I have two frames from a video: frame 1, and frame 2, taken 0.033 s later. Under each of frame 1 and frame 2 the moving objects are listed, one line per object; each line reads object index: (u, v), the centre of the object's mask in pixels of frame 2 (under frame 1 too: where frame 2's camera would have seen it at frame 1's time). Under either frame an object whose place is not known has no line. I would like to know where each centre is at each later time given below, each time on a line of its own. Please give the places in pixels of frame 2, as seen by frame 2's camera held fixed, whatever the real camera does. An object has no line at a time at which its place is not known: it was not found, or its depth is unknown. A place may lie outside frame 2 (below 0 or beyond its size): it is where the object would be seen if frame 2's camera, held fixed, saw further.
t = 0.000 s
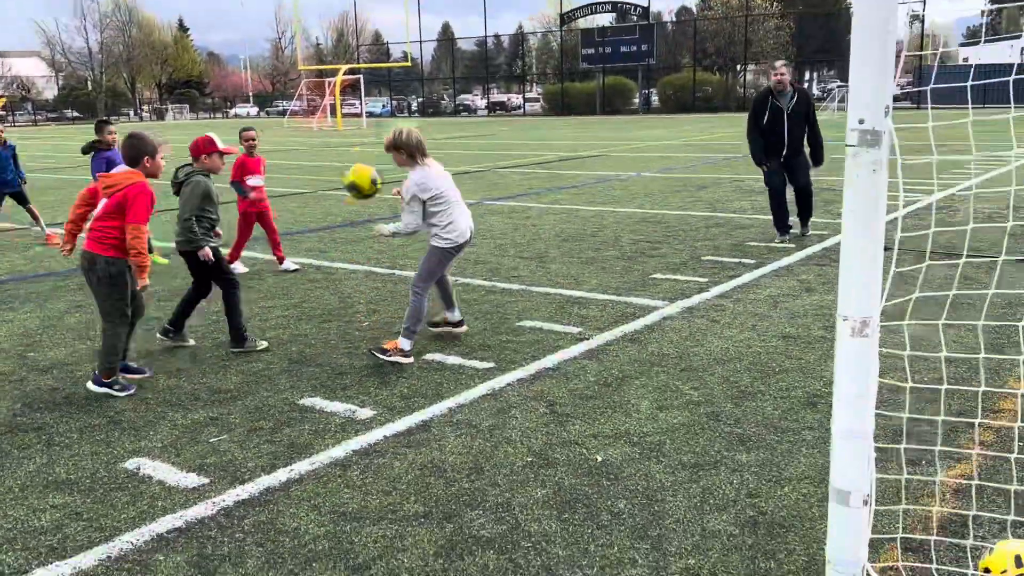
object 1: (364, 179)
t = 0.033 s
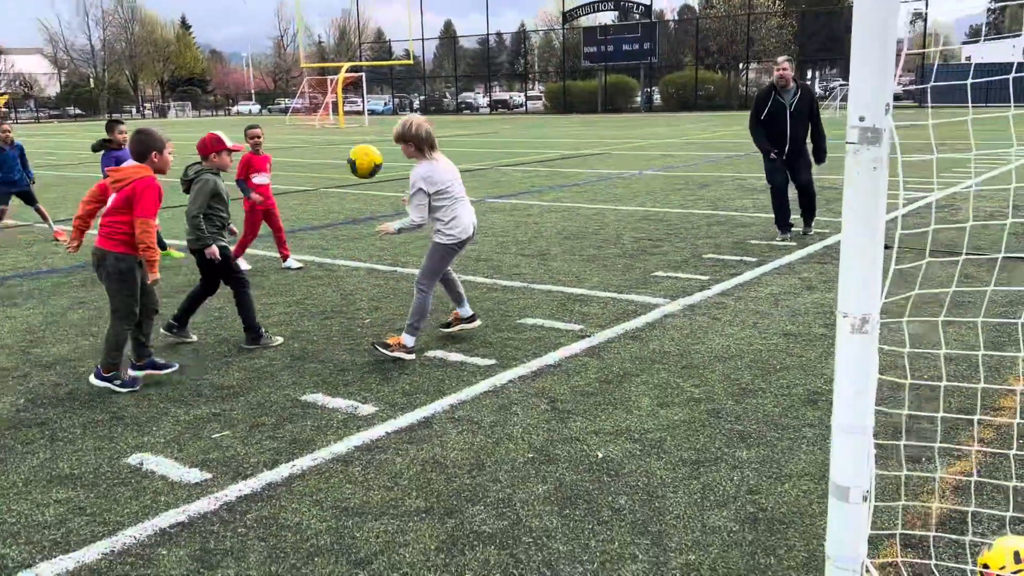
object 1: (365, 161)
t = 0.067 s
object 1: (365, 146)
